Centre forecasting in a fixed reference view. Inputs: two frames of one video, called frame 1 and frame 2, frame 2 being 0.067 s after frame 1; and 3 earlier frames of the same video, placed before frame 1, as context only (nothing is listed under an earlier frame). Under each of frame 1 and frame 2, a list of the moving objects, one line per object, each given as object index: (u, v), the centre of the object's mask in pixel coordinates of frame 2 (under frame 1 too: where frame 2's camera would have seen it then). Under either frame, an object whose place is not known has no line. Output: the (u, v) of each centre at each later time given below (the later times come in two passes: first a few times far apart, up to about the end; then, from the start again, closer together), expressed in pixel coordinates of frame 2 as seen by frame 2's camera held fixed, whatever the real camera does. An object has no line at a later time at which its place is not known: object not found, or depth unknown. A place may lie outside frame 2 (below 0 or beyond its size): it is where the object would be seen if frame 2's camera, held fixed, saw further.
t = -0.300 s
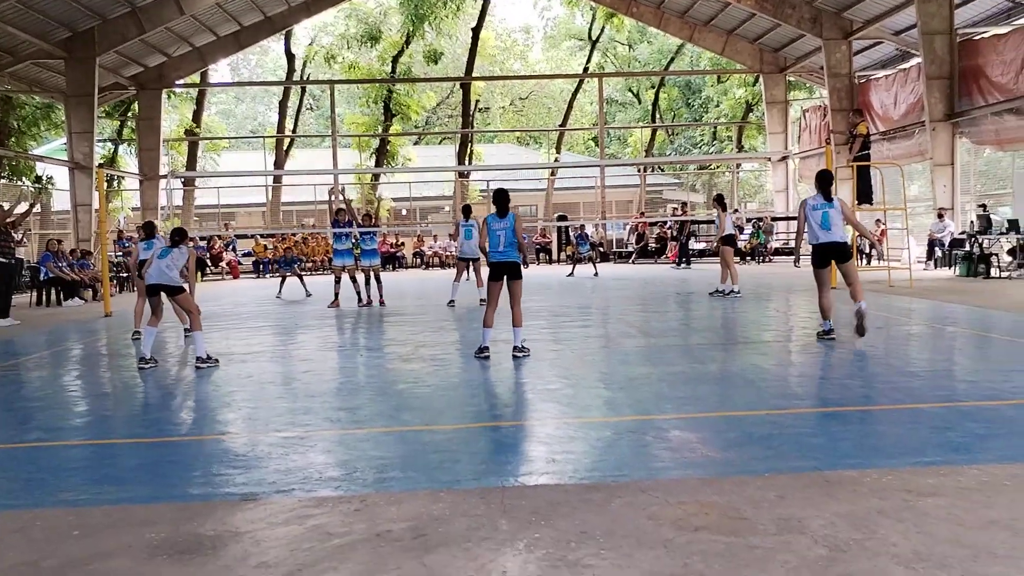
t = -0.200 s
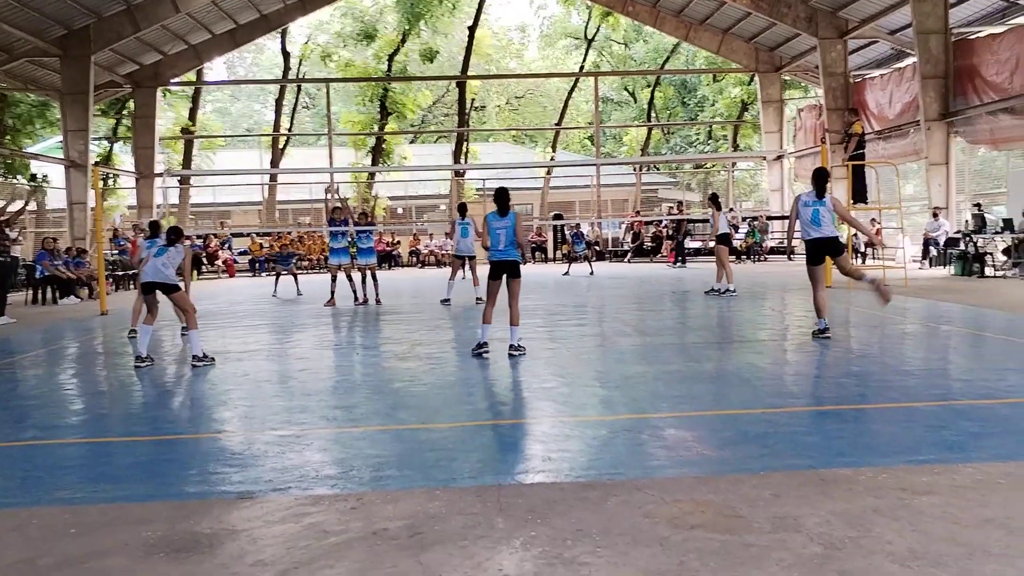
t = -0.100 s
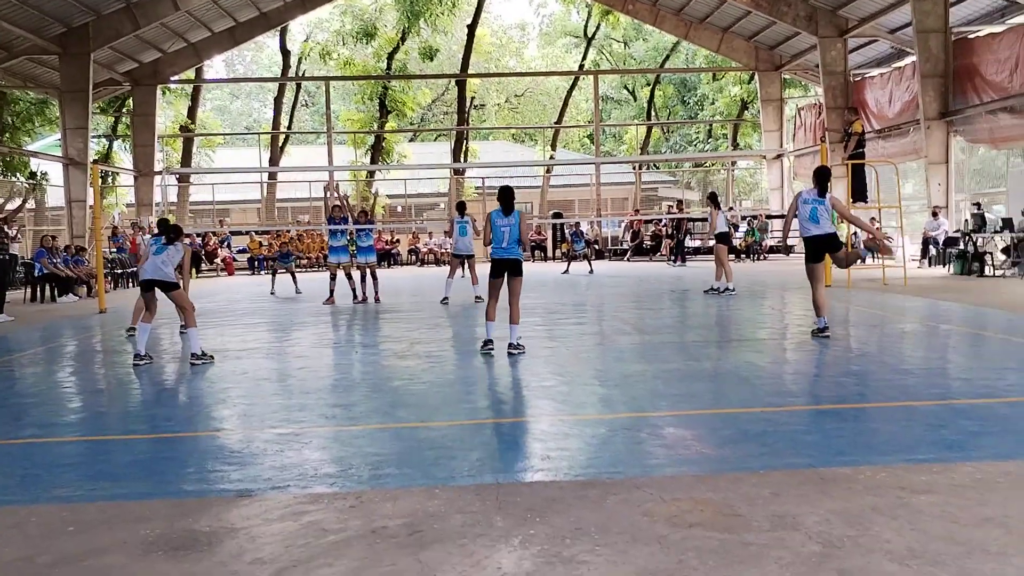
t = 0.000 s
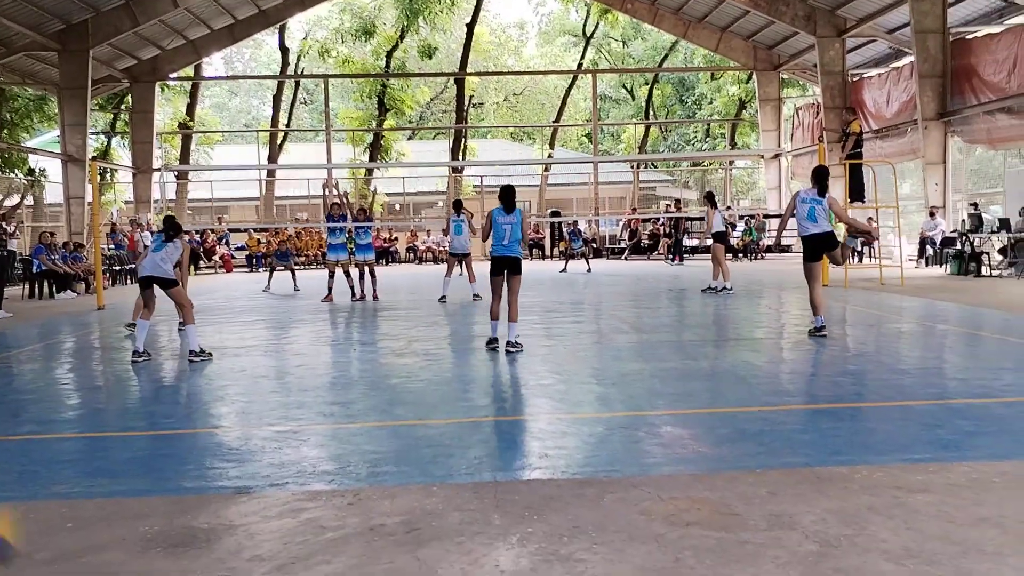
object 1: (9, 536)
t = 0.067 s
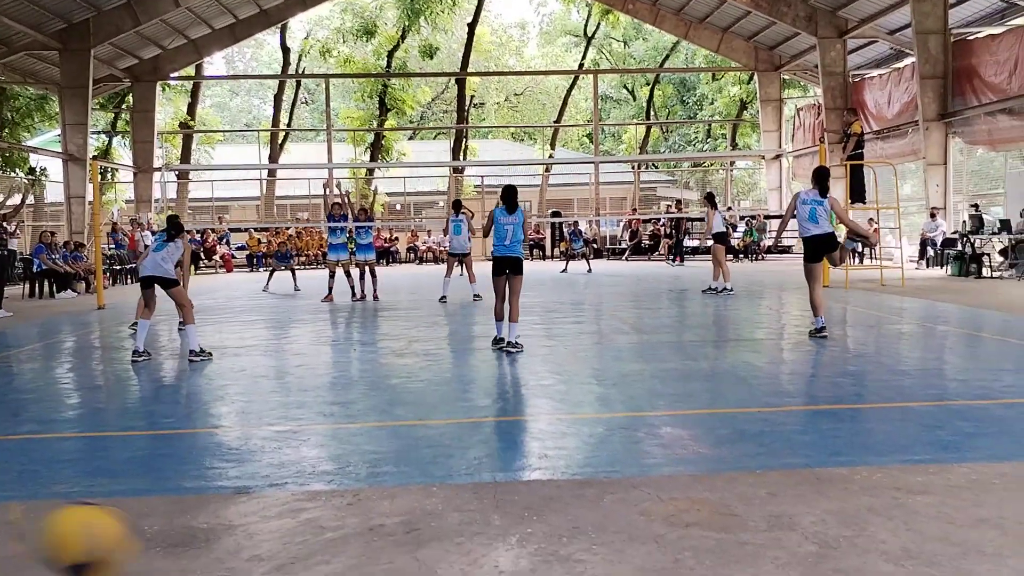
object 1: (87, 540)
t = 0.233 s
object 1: (367, 534)
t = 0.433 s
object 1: (641, 490)
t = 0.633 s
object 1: (877, 480)
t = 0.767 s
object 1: (998, 459)
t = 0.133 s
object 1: (208, 549)
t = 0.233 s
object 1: (367, 534)
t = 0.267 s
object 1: (414, 516)
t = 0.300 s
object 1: (460, 502)
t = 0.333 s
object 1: (509, 494)
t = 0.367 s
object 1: (553, 488)
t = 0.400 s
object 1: (598, 488)
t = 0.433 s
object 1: (641, 490)
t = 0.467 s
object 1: (685, 495)
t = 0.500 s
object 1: (722, 503)
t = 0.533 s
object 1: (765, 518)
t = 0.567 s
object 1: (802, 510)
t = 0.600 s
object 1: (842, 490)
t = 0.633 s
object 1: (877, 480)
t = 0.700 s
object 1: (949, 466)
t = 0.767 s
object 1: (998, 459)
